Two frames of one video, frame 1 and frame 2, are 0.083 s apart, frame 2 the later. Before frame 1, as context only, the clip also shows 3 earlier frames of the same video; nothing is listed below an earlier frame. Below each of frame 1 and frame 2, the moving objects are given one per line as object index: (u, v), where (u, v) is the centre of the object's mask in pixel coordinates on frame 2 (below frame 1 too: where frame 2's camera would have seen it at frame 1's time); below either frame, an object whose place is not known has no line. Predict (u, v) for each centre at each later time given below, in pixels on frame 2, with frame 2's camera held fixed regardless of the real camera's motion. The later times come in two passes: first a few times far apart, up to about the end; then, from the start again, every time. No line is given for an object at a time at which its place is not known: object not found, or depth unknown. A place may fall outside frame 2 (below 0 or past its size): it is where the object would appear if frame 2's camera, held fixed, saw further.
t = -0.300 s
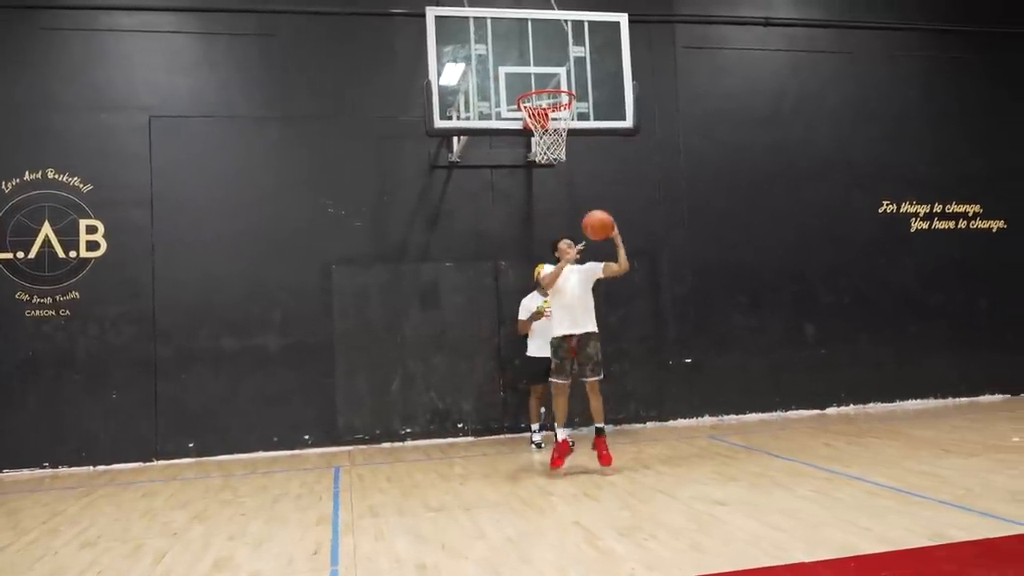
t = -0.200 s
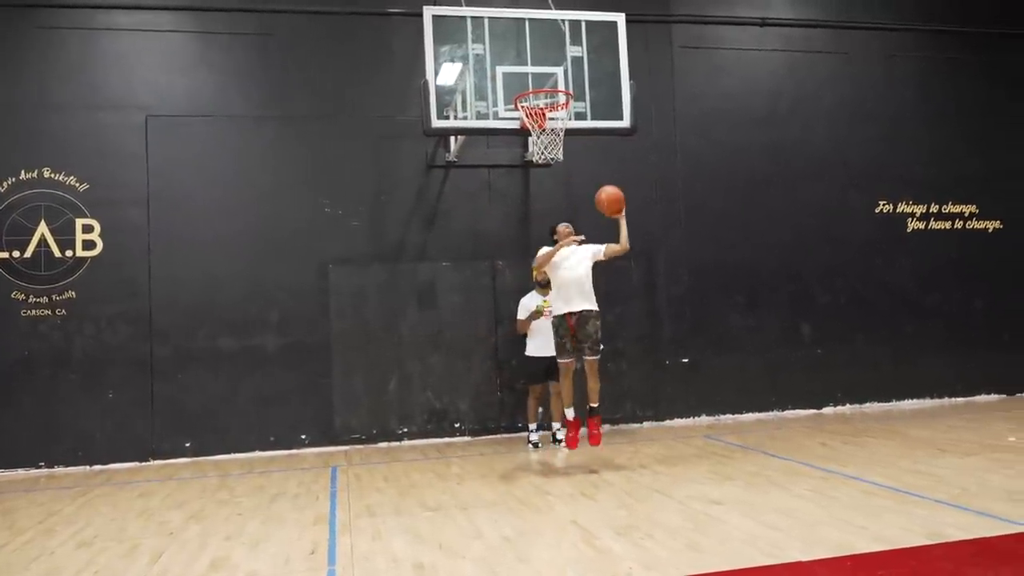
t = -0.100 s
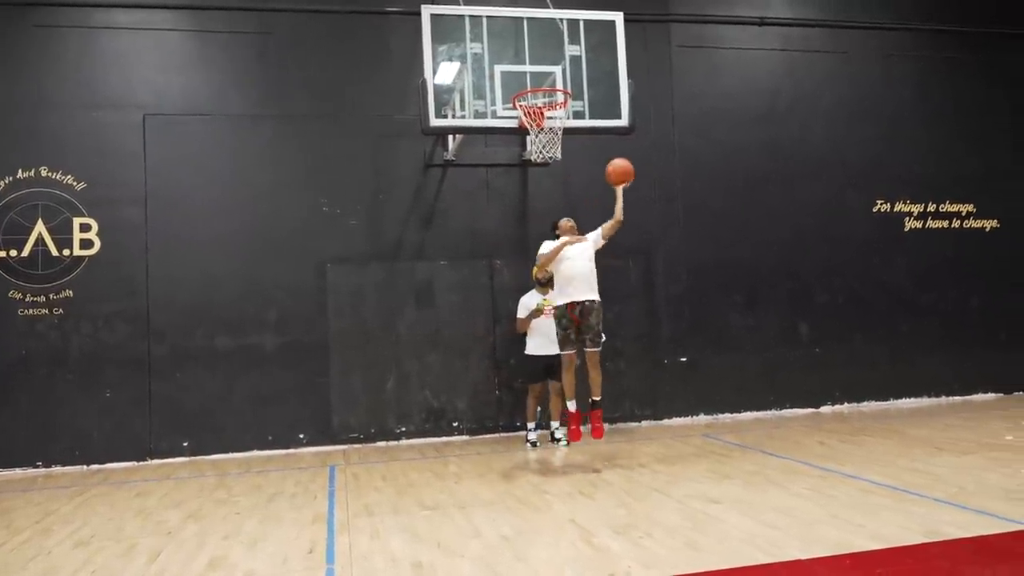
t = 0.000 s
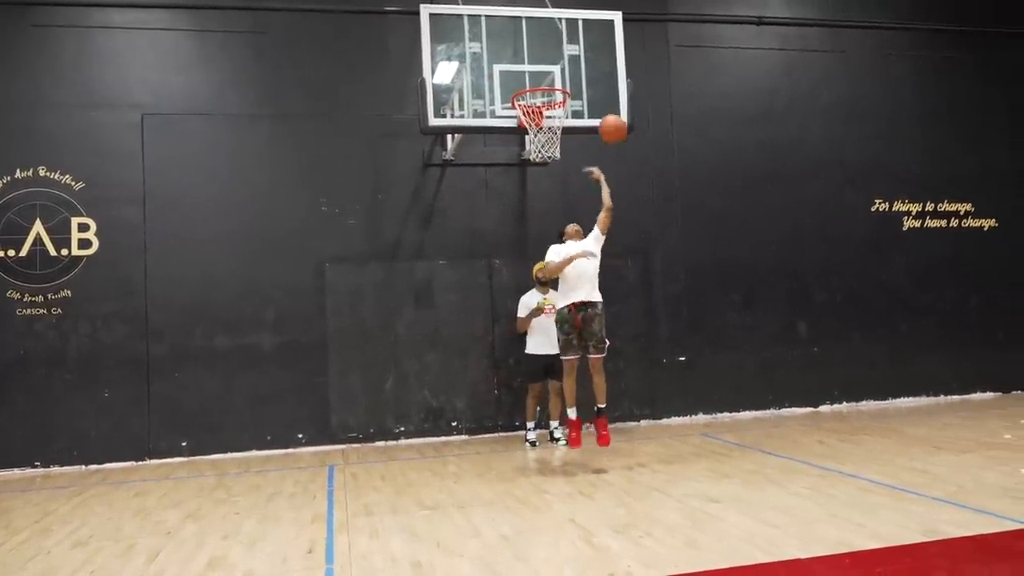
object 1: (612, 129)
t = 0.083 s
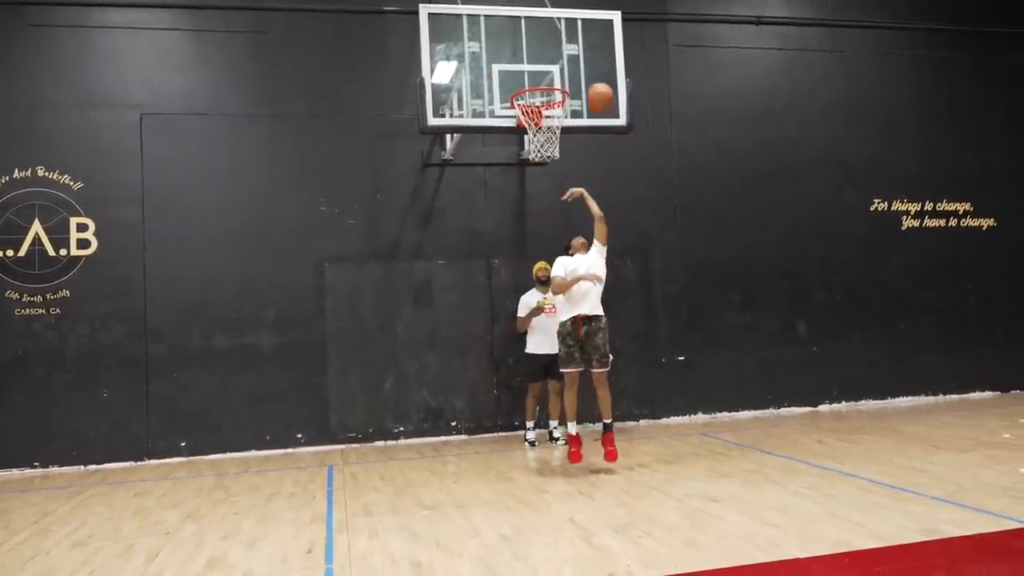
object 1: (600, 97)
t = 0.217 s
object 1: (583, 64)
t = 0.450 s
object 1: (554, 50)
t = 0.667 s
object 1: (524, 85)
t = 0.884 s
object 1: (558, 122)
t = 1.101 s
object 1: (561, 168)
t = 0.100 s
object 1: (598, 92)
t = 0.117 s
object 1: (595, 87)
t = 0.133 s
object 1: (593, 82)
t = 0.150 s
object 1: (591, 78)
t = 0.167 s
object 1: (589, 74)
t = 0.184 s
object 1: (587, 70)
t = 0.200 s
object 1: (584, 67)
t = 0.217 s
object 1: (583, 64)
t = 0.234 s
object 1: (580, 61)
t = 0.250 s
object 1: (579, 59)
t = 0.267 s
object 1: (576, 56)
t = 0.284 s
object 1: (574, 55)
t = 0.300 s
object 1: (573, 53)
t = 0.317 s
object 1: (571, 52)
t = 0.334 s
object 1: (569, 51)
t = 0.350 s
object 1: (567, 51)
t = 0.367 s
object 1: (564, 50)
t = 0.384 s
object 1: (562, 50)
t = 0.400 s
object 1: (560, 50)
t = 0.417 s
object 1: (557, 50)
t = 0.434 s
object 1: (555, 50)
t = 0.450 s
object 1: (554, 50)
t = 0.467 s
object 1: (551, 51)
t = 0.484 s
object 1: (549, 52)
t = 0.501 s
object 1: (547, 54)
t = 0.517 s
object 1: (545, 56)
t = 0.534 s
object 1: (543, 58)
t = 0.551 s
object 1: (541, 61)
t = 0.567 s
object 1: (538, 64)
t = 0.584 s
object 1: (536, 67)
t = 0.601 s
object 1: (534, 70)
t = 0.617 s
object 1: (531, 75)
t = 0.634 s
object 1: (530, 78)
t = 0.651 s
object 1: (527, 80)
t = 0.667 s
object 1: (524, 85)
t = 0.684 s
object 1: (523, 92)
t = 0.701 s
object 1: (526, 86)
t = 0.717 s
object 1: (534, 95)
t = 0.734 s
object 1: (537, 97)
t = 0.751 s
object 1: (541, 99)
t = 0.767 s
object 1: (547, 102)
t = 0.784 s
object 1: (551, 104)
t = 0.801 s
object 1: (554, 106)
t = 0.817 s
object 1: (556, 111)
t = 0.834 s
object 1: (557, 114)
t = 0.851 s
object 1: (557, 116)
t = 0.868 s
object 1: (558, 120)
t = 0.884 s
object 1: (558, 122)
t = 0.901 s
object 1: (559, 124)
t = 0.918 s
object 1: (562, 128)
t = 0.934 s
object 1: (562, 129)
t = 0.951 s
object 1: (561, 132)
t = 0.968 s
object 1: (562, 135)
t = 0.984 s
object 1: (560, 135)
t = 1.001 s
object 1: (561, 142)
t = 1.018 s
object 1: (562, 144)
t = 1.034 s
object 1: (562, 152)
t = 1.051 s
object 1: (561, 154)
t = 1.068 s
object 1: (561, 157)
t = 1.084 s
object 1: (560, 163)
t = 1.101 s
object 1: (561, 168)
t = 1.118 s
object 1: (560, 173)
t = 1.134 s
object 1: (560, 179)
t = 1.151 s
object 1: (560, 185)
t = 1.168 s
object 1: (560, 191)
